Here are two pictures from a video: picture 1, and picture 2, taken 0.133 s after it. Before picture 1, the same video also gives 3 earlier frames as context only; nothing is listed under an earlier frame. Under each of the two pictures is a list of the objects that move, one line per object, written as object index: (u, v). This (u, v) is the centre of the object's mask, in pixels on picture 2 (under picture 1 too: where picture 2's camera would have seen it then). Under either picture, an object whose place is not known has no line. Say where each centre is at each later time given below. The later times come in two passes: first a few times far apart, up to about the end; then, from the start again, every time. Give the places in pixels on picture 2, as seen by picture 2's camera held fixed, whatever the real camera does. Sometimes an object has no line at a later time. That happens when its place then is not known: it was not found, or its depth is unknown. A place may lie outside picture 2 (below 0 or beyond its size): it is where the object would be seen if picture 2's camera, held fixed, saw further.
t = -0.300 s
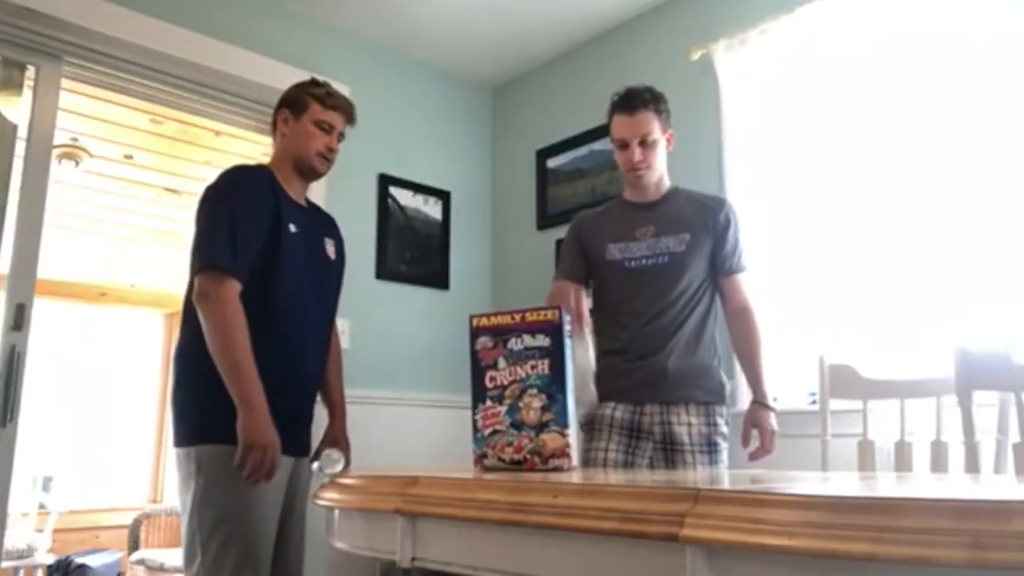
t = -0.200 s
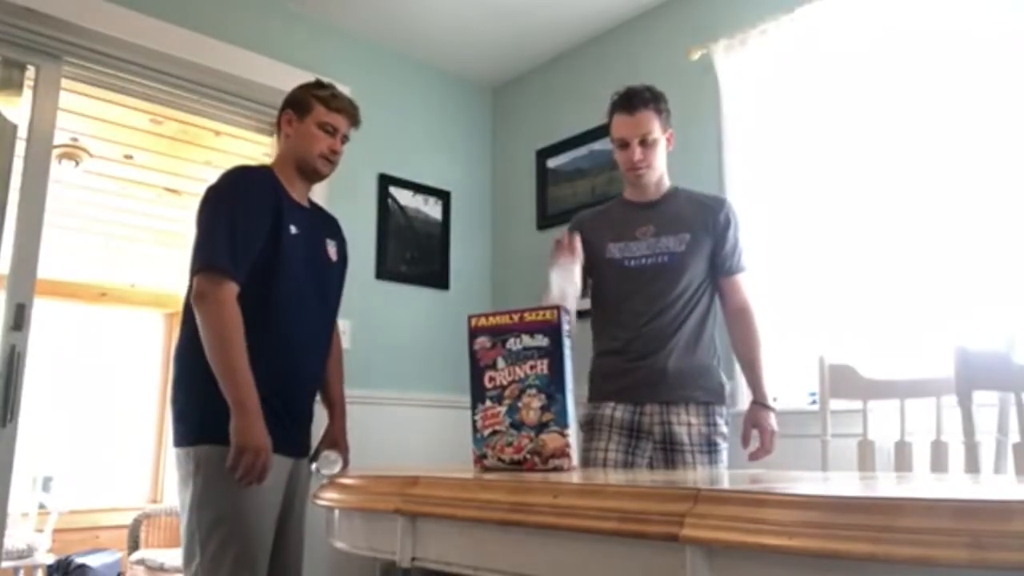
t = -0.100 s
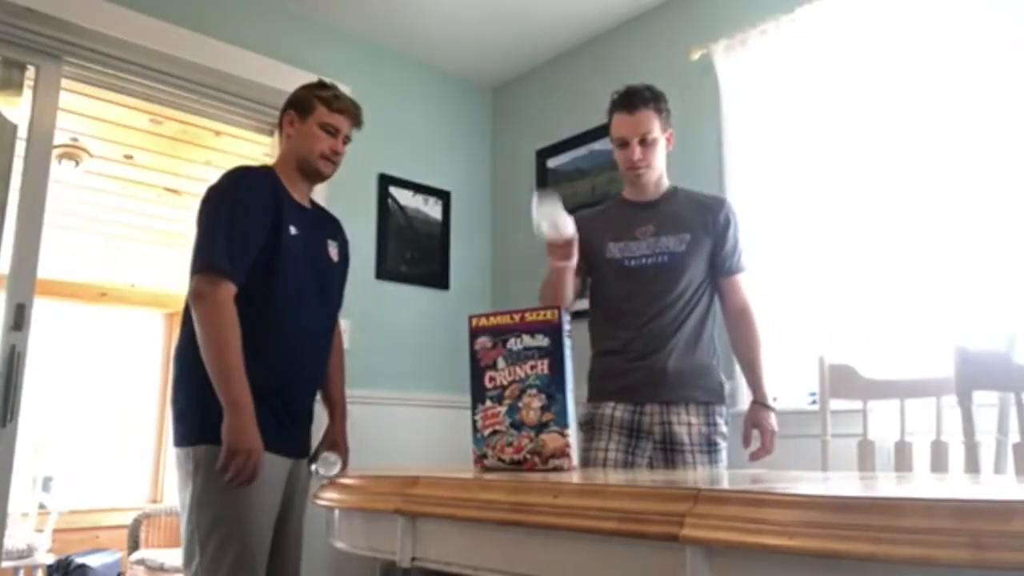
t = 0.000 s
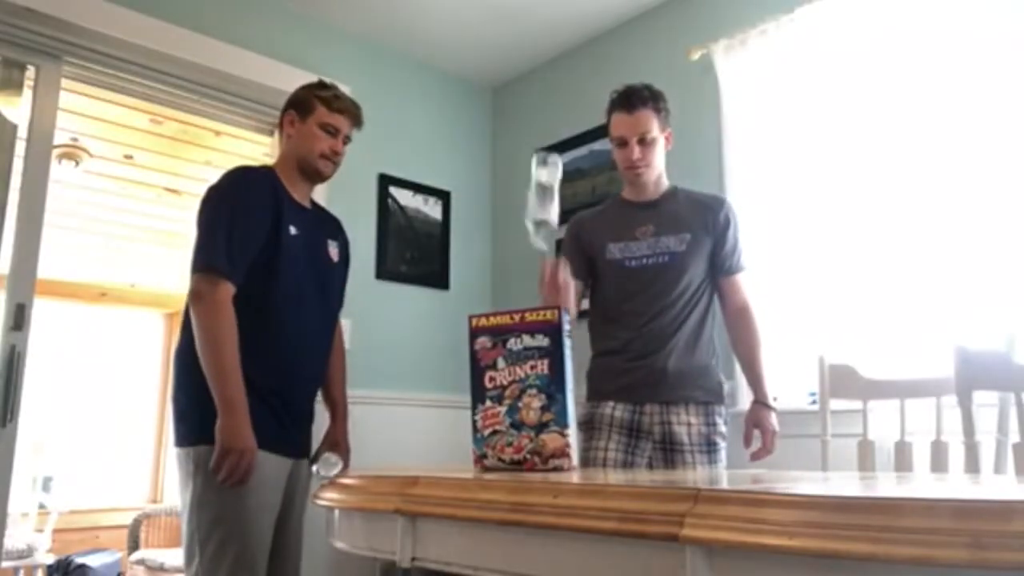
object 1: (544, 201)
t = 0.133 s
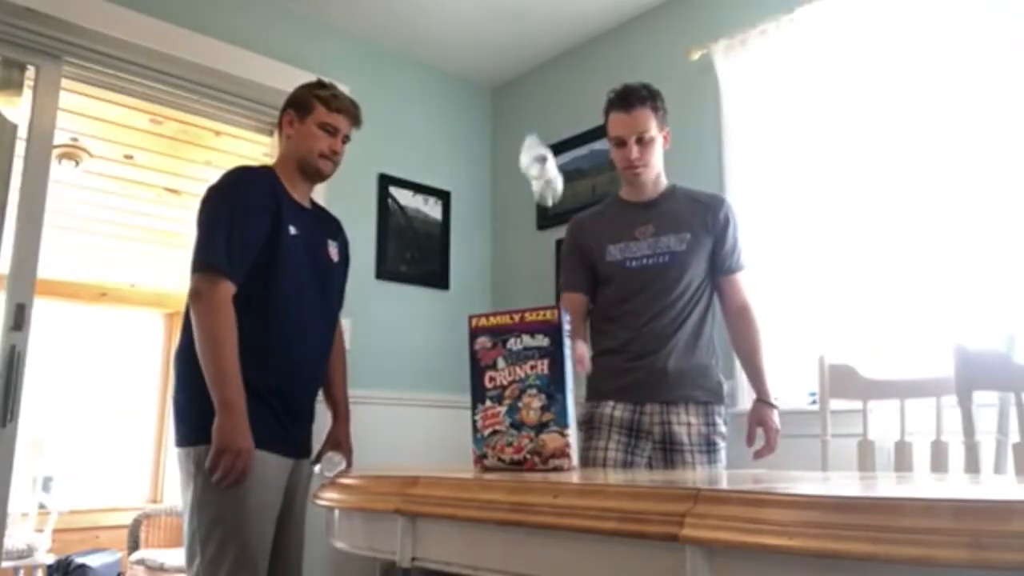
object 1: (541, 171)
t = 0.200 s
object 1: (546, 194)
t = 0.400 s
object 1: (547, 264)
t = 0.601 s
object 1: (546, 264)
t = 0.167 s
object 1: (543, 179)
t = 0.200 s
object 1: (546, 194)
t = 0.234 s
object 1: (548, 217)
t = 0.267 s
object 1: (549, 248)
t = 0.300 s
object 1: (548, 263)
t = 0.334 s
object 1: (546, 265)
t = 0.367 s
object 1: (547, 264)
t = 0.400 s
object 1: (547, 264)
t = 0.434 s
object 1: (546, 263)
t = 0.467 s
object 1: (543, 264)
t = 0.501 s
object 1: (541, 264)
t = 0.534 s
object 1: (543, 263)
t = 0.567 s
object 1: (546, 264)
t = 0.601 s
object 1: (546, 264)
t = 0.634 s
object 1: (545, 264)
